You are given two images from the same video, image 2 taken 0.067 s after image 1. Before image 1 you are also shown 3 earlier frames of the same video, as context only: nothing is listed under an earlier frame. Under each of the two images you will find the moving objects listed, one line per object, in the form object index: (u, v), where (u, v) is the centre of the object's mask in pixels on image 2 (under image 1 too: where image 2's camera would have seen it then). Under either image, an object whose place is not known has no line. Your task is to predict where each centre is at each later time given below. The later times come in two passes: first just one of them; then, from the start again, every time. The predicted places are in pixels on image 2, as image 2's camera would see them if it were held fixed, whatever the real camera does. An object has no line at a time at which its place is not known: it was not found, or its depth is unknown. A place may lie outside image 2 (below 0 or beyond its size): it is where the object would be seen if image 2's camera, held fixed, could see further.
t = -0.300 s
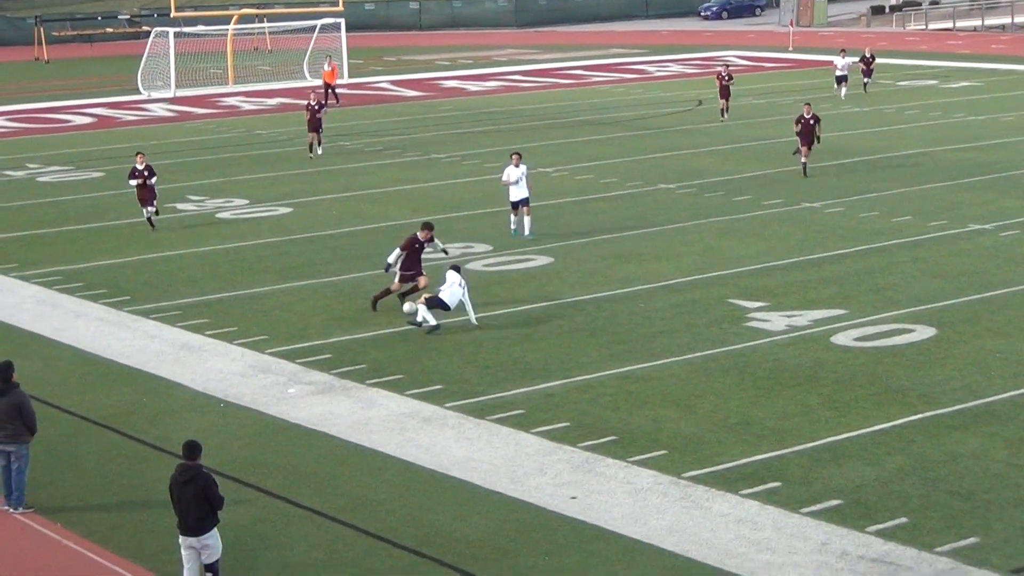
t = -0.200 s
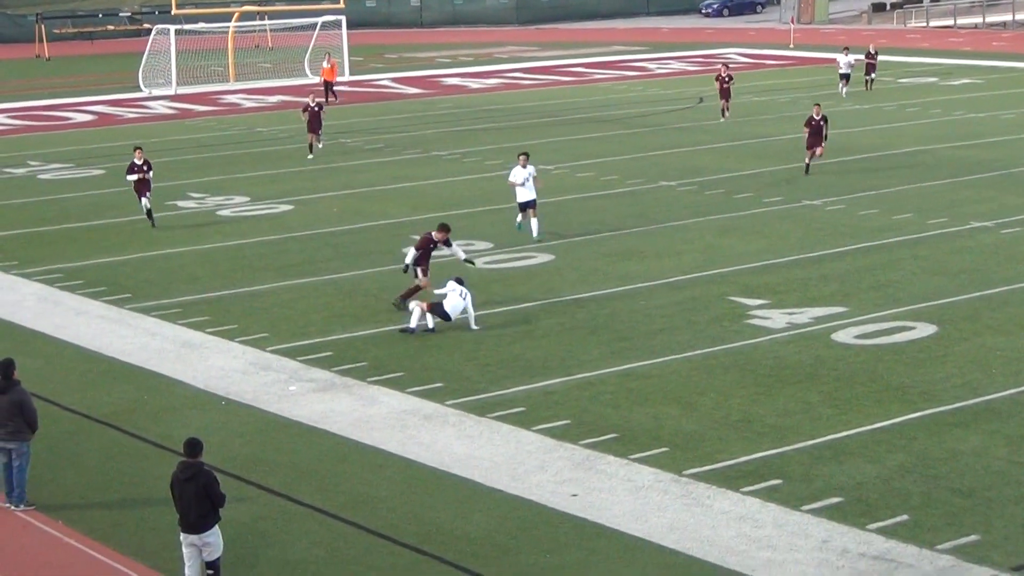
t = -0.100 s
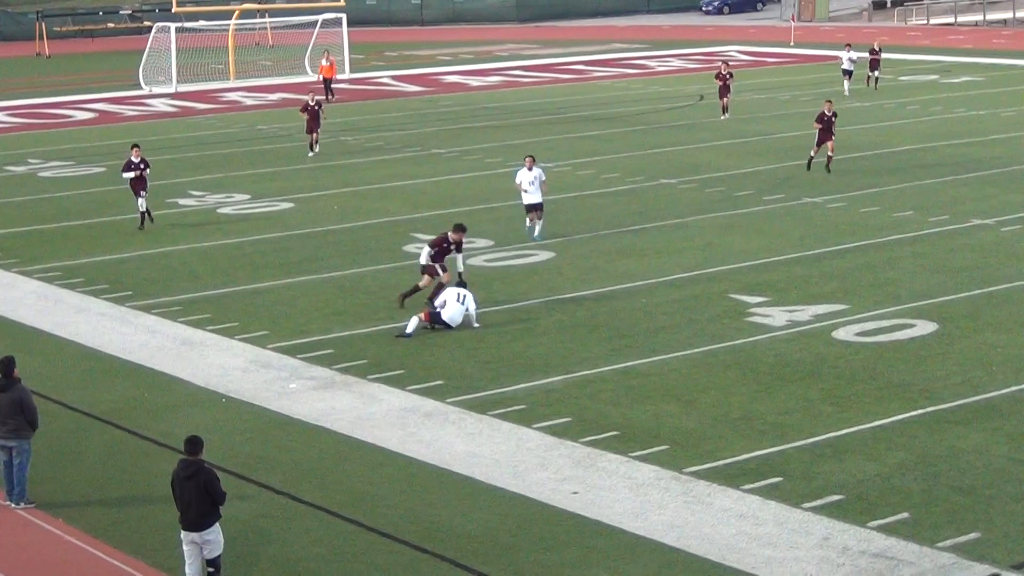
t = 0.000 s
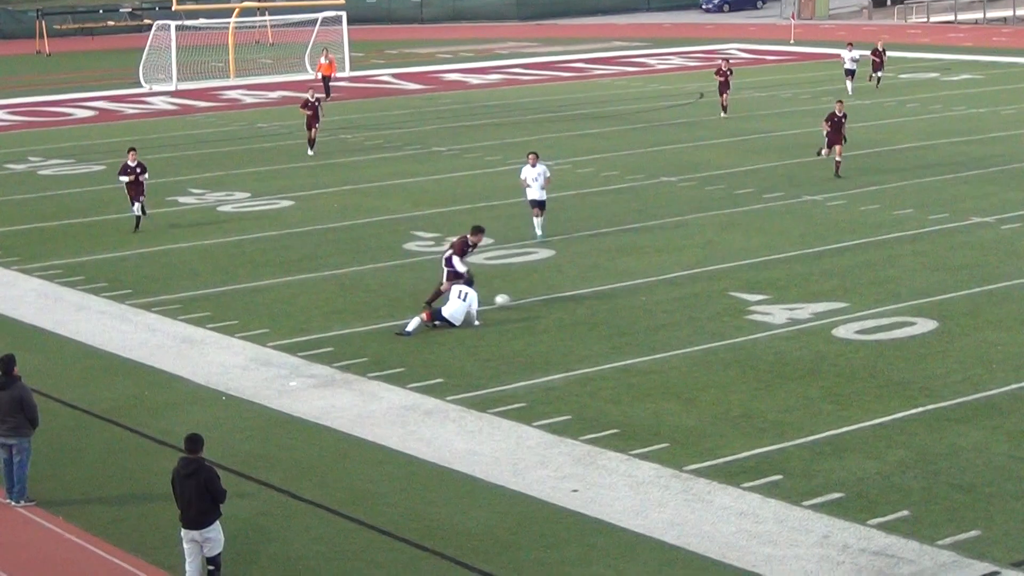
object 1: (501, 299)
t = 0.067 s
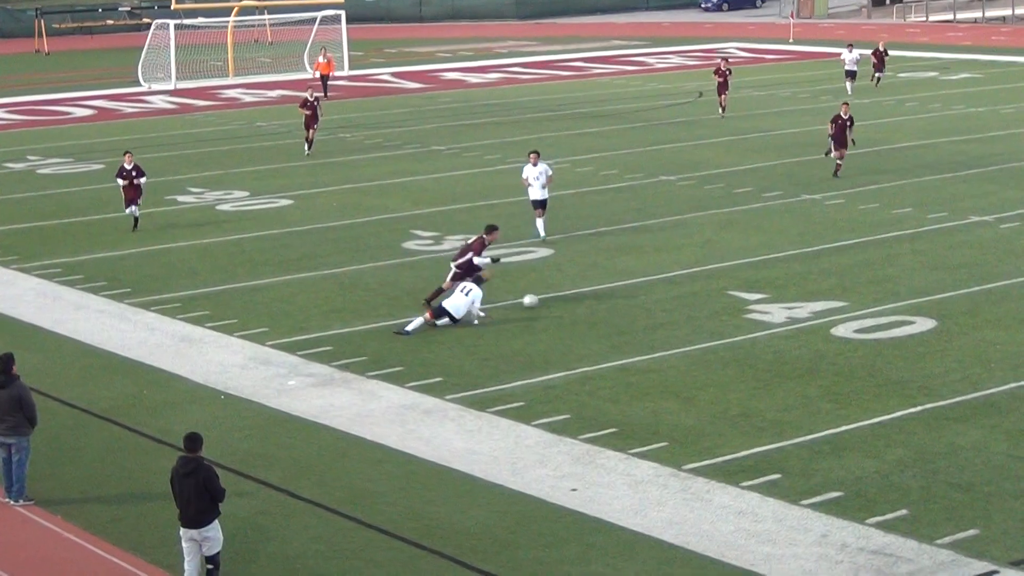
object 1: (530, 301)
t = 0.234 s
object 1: (596, 301)
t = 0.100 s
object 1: (543, 300)
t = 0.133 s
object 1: (556, 299)
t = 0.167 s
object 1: (569, 298)
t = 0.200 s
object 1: (582, 299)
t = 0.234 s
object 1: (596, 301)
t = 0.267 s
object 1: (609, 302)
